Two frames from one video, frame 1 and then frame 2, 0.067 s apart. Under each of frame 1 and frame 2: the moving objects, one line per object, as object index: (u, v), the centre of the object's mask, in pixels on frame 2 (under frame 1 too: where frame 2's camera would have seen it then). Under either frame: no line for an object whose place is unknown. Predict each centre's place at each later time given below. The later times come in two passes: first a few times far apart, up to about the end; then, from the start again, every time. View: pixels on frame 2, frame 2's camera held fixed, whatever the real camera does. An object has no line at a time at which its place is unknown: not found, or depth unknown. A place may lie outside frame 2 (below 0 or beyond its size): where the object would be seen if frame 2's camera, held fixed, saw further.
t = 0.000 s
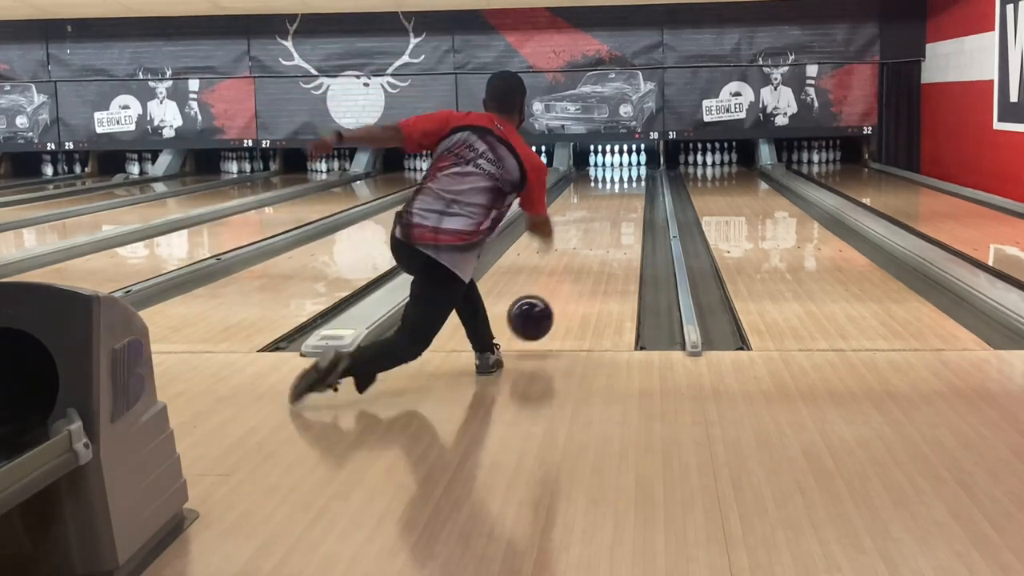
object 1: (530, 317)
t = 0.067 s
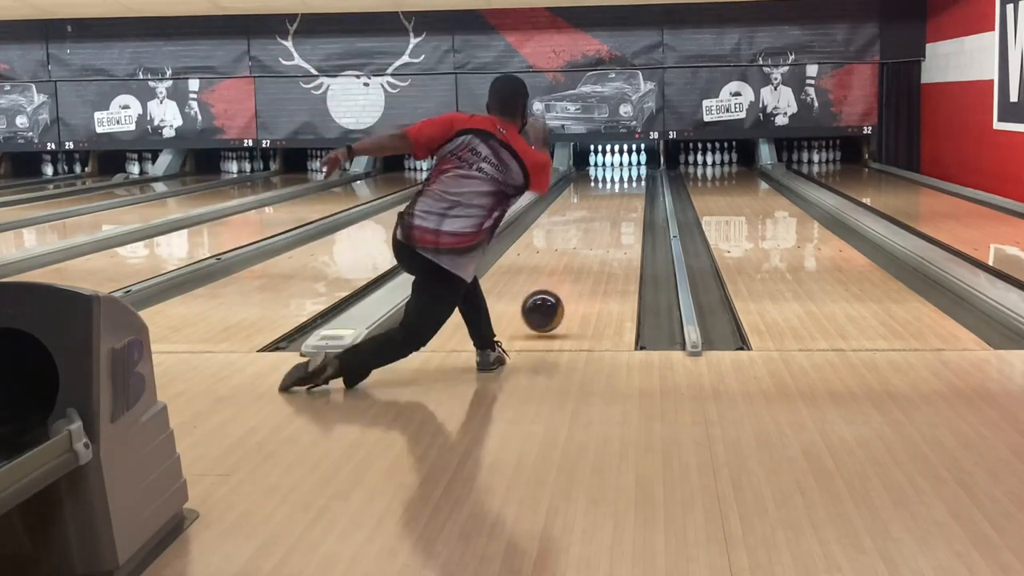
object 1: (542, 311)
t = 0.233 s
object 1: (566, 282)
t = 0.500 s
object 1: (591, 247)
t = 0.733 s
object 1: (606, 226)
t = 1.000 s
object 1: (617, 208)
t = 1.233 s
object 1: (624, 195)
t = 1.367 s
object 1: (627, 190)
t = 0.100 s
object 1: (548, 307)
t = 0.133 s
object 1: (553, 300)
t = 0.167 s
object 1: (558, 294)
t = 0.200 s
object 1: (562, 288)
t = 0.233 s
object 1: (566, 282)
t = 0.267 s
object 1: (570, 277)
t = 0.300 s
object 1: (574, 272)
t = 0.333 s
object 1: (577, 268)
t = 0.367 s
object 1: (580, 264)
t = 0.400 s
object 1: (583, 259)
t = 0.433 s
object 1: (586, 255)
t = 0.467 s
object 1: (589, 251)
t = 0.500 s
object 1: (591, 247)
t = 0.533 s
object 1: (594, 244)
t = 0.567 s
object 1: (596, 241)
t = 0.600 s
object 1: (598, 237)
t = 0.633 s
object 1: (600, 234)
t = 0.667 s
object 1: (602, 231)
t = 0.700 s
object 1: (604, 228)
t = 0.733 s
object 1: (606, 226)
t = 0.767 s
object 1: (607, 224)
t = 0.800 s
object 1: (609, 221)
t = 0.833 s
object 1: (611, 218)
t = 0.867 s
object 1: (612, 215)
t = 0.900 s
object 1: (613, 213)
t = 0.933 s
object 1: (615, 211)
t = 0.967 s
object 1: (616, 210)
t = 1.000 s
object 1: (617, 208)
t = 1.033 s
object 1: (619, 206)
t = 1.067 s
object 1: (620, 203)
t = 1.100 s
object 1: (621, 201)
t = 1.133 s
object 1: (621, 200)
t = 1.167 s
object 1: (622, 198)
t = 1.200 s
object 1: (623, 197)
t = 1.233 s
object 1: (624, 195)
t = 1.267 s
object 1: (626, 194)
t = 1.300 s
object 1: (627, 191)
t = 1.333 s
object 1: (627, 191)
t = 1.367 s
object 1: (627, 190)
